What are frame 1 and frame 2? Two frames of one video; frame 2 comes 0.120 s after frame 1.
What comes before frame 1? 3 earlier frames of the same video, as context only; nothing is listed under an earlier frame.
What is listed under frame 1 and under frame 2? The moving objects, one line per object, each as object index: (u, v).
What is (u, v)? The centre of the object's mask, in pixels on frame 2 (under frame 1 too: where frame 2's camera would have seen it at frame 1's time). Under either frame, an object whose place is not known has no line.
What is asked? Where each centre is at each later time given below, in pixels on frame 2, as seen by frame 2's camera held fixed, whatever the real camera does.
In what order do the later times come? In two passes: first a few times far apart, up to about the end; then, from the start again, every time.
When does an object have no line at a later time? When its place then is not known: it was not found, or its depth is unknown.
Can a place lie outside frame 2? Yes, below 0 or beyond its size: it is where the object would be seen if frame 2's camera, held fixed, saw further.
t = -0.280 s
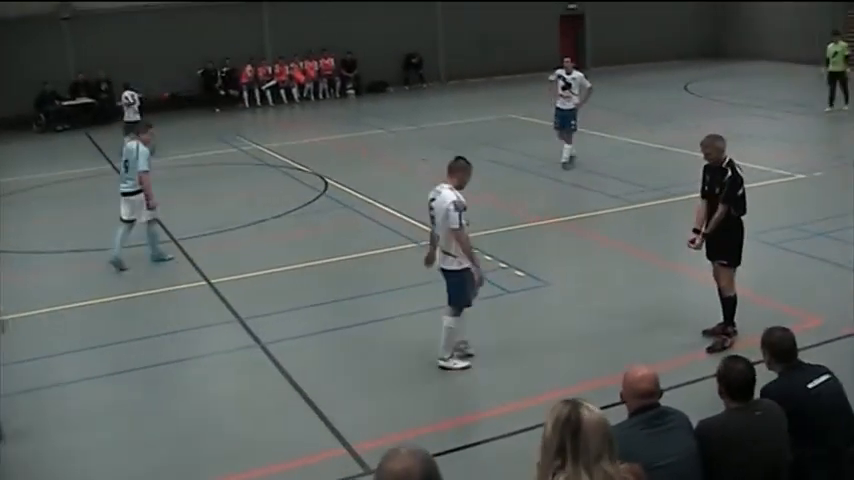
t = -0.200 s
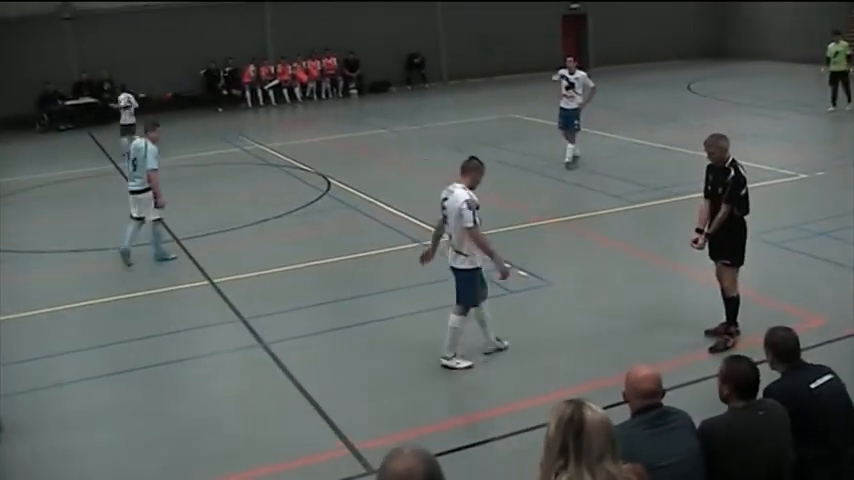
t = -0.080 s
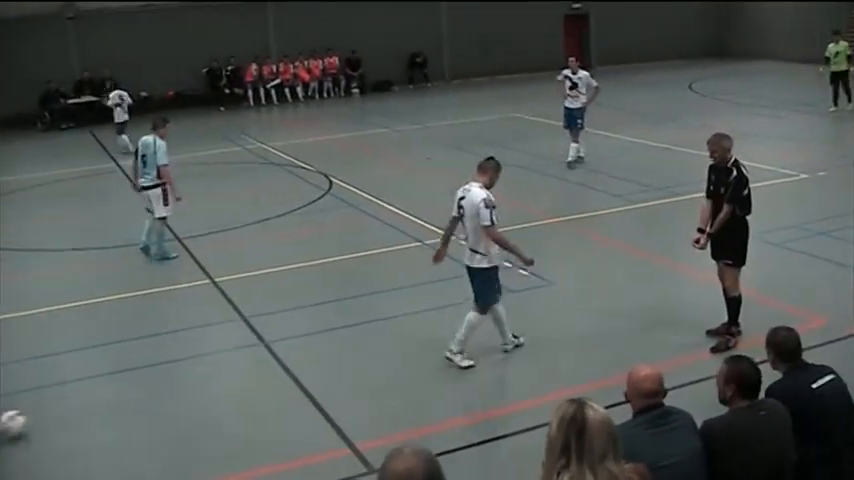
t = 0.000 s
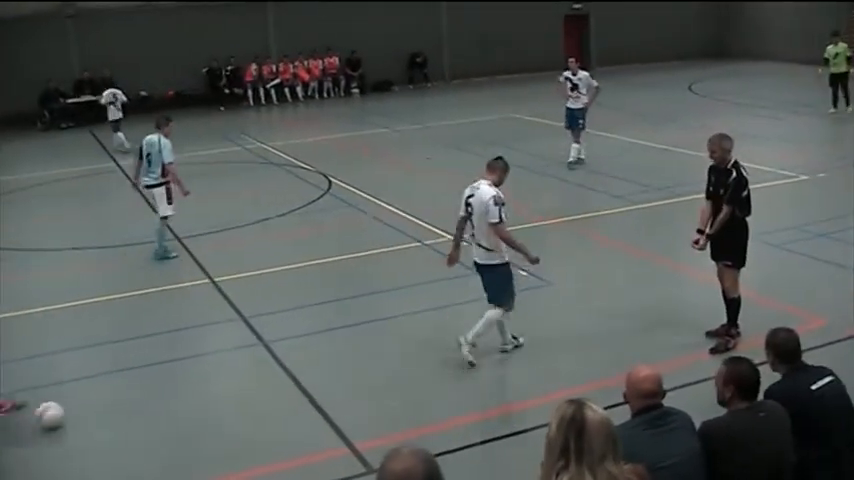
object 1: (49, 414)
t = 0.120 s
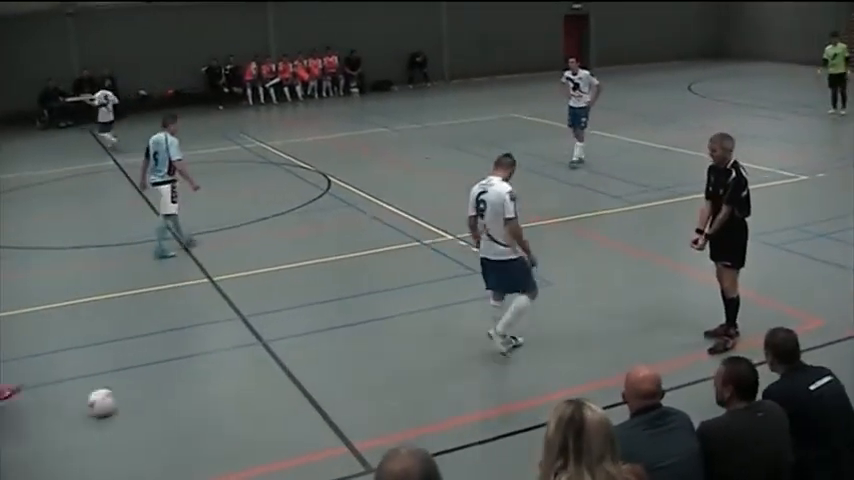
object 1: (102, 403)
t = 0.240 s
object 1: (144, 393)
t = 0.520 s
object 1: (232, 371)
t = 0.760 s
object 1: (300, 354)
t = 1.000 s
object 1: (363, 337)
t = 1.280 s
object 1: (428, 321)
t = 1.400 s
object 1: (453, 315)
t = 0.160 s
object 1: (117, 399)
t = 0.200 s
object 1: (130, 396)
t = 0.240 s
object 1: (144, 393)
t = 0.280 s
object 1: (158, 389)
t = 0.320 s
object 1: (171, 386)
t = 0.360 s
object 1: (182, 383)
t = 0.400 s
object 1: (195, 379)
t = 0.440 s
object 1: (207, 377)
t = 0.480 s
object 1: (220, 374)
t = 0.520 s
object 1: (232, 371)
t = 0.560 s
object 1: (243, 367)
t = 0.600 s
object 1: (255, 365)
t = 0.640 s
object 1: (267, 362)
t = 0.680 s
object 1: (278, 360)
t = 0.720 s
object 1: (289, 357)
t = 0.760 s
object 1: (300, 354)
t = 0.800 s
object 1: (311, 351)
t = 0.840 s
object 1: (321, 348)
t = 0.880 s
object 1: (332, 346)
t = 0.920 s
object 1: (342, 343)
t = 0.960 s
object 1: (353, 340)
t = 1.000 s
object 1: (363, 337)
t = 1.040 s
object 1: (372, 335)
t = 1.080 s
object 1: (381, 333)
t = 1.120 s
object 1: (391, 330)
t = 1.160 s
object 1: (400, 328)
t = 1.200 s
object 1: (410, 326)
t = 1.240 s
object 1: (419, 323)
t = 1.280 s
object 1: (428, 321)
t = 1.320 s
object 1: (436, 319)
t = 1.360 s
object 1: (445, 317)
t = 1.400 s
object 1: (453, 315)
